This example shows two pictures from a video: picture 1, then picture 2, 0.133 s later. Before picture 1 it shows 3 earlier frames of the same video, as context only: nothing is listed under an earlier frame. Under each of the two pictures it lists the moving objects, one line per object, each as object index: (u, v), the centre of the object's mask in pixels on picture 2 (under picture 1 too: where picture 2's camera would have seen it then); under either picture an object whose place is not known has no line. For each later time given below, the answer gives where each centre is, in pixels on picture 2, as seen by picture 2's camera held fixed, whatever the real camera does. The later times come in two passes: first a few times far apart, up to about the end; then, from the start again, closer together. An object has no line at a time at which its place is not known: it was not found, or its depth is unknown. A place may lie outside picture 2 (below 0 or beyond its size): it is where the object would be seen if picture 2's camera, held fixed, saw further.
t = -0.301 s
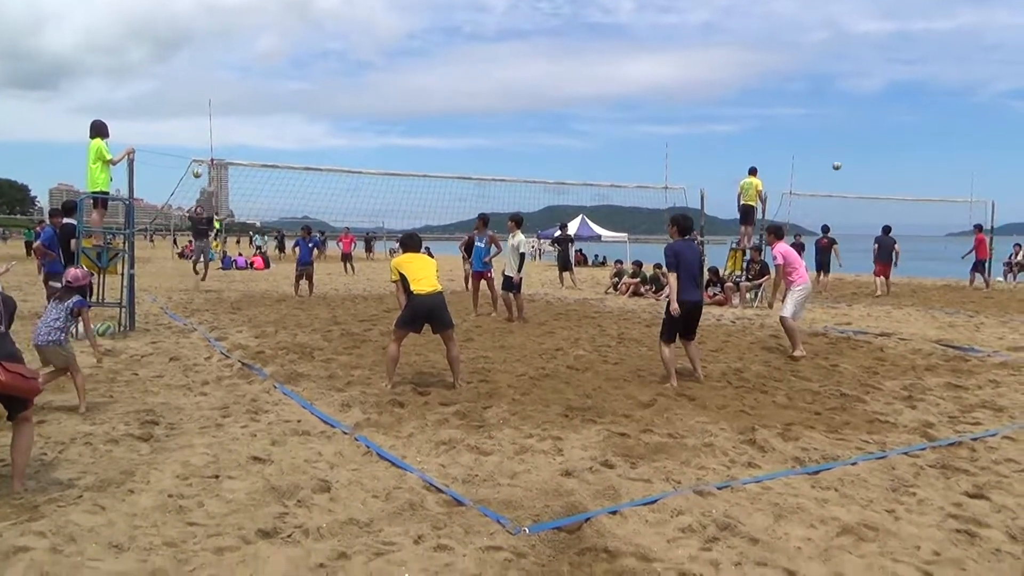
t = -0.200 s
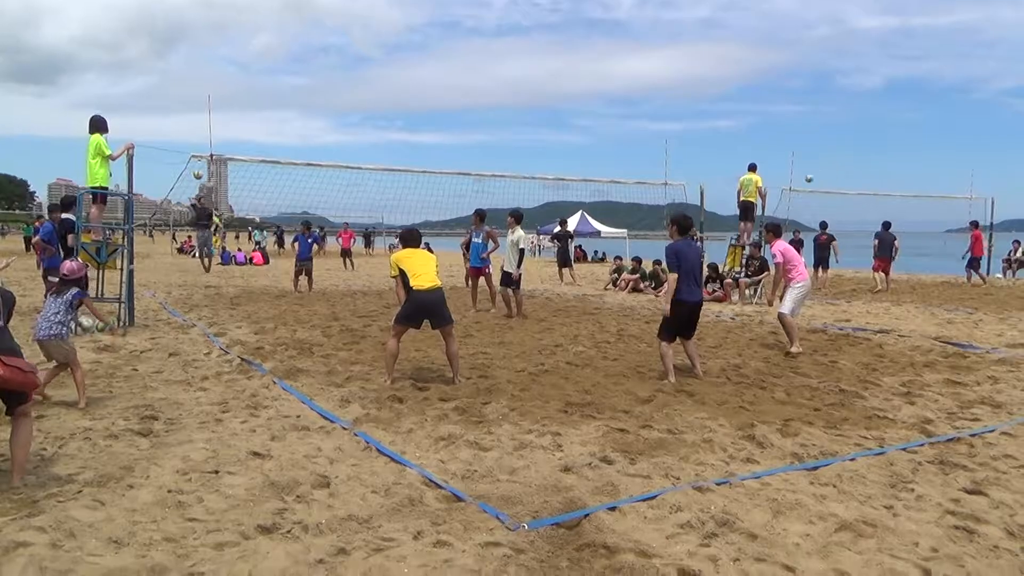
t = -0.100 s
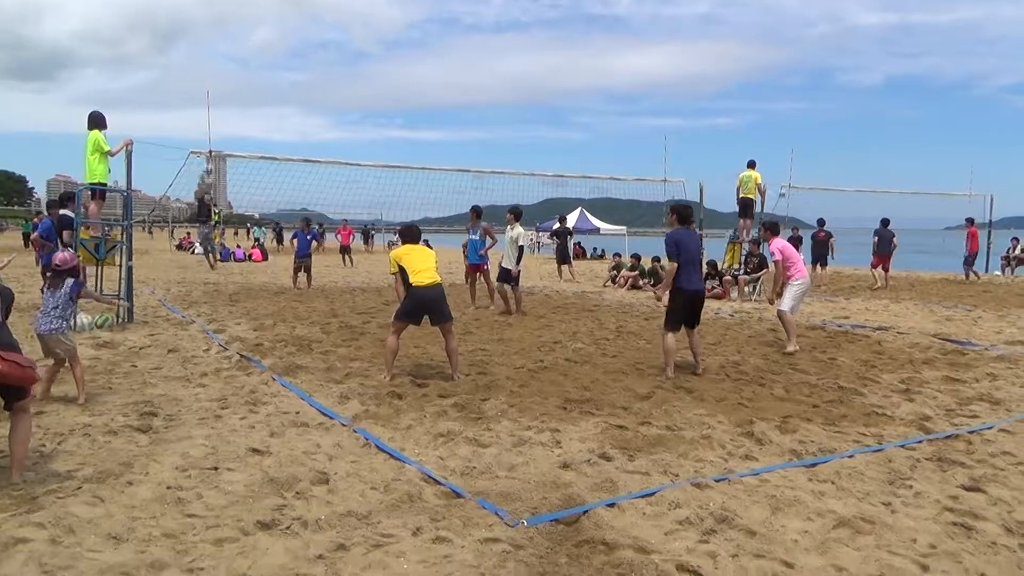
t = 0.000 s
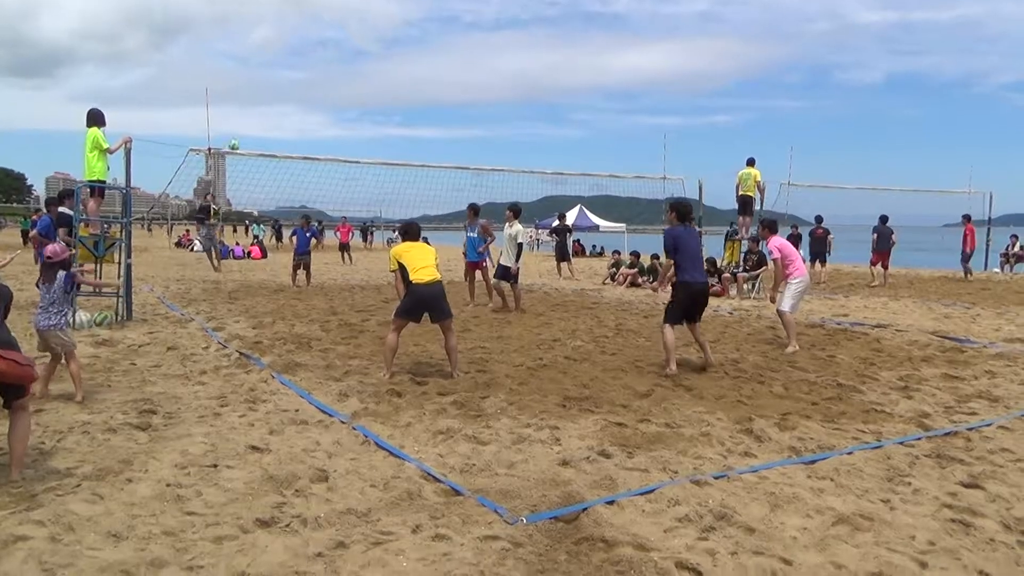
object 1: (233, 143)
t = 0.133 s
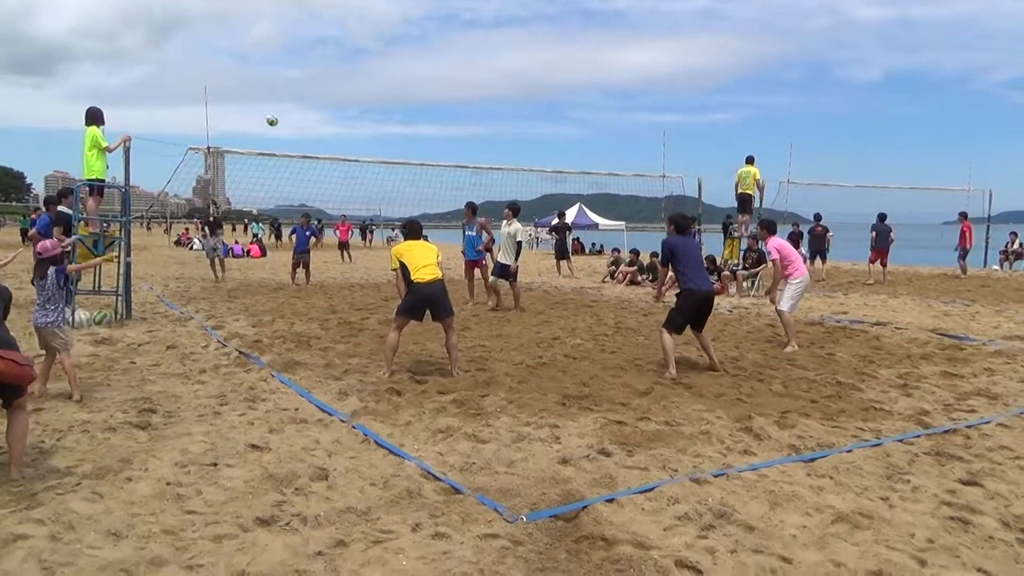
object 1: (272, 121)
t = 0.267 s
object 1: (317, 102)
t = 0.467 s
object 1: (396, 84)
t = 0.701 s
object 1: (516, 94)
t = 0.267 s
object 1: (317, 102)
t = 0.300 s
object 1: (329, 98)
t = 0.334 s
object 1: (342, 95)
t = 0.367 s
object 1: (355, 91)
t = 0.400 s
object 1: (367, 89)
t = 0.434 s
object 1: (382, 86)
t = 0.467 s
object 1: (396, 84)
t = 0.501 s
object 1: (411, 83)
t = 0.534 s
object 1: (426, 83)
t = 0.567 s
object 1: (442, 84)
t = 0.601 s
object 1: (459, 85)
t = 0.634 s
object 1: (477, 87)
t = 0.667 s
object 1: (496, 91)
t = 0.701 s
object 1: (516, 94)
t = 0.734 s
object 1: (537, 99)
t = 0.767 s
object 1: (560, 106)
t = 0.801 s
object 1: (584, 113)
